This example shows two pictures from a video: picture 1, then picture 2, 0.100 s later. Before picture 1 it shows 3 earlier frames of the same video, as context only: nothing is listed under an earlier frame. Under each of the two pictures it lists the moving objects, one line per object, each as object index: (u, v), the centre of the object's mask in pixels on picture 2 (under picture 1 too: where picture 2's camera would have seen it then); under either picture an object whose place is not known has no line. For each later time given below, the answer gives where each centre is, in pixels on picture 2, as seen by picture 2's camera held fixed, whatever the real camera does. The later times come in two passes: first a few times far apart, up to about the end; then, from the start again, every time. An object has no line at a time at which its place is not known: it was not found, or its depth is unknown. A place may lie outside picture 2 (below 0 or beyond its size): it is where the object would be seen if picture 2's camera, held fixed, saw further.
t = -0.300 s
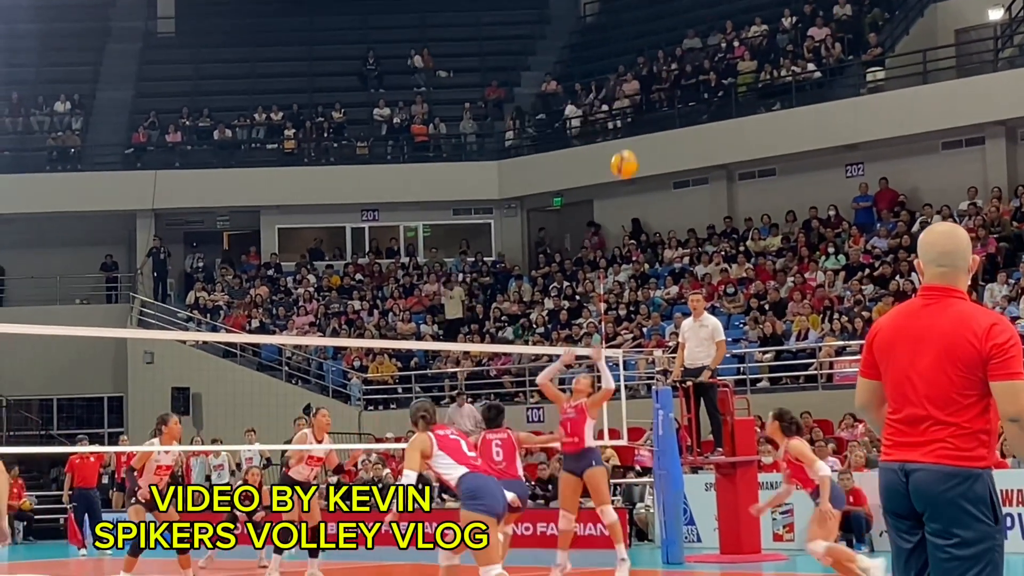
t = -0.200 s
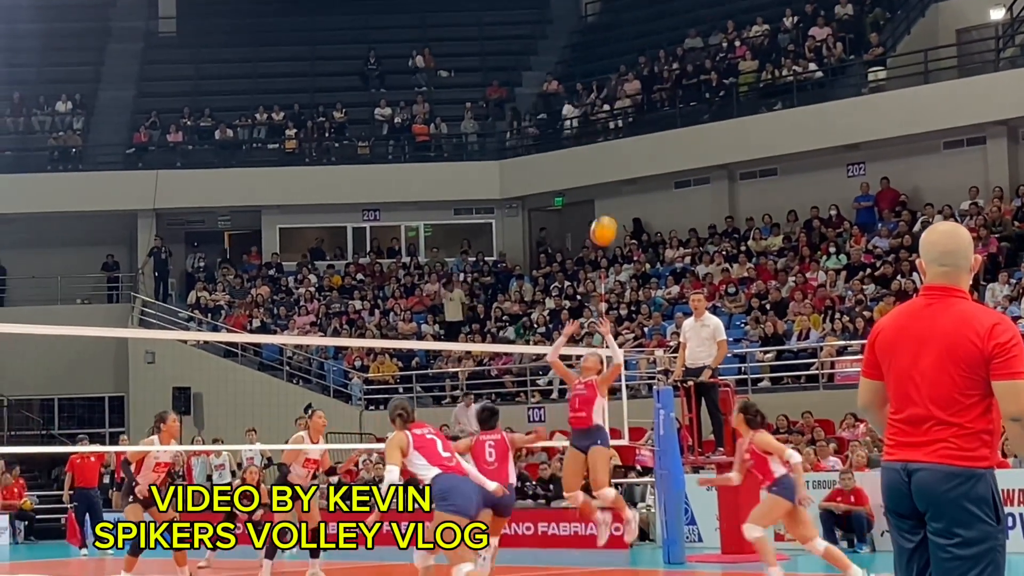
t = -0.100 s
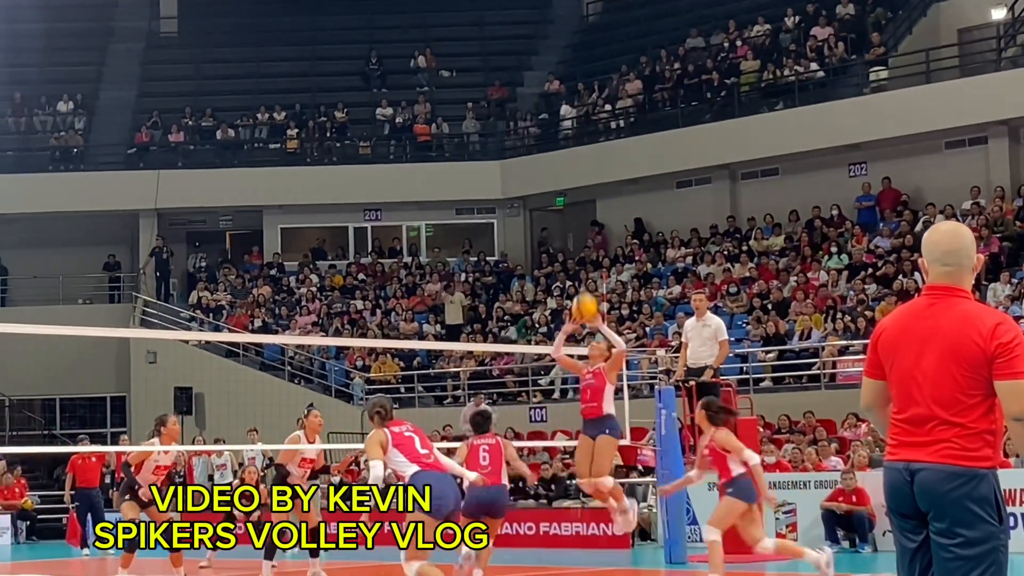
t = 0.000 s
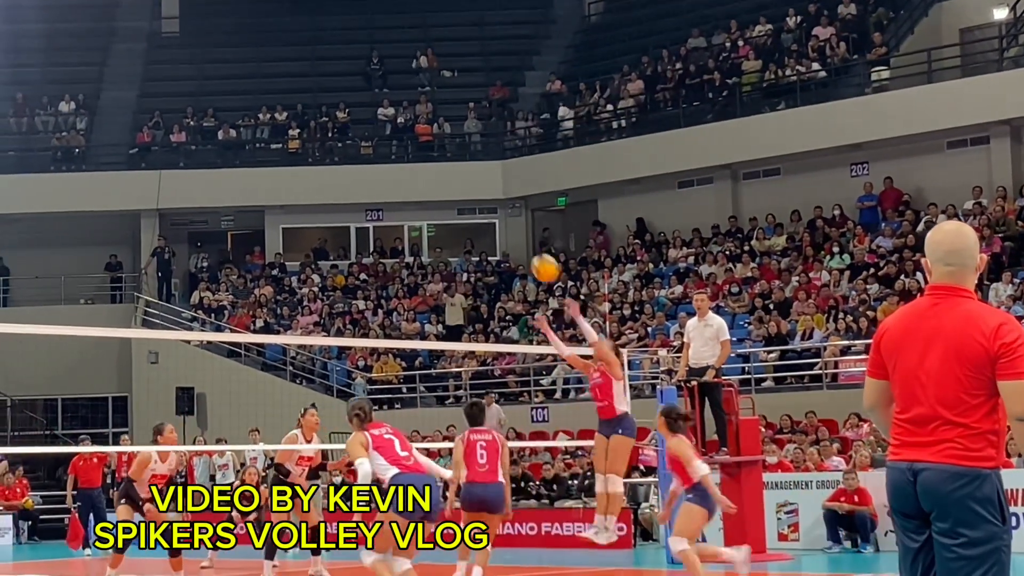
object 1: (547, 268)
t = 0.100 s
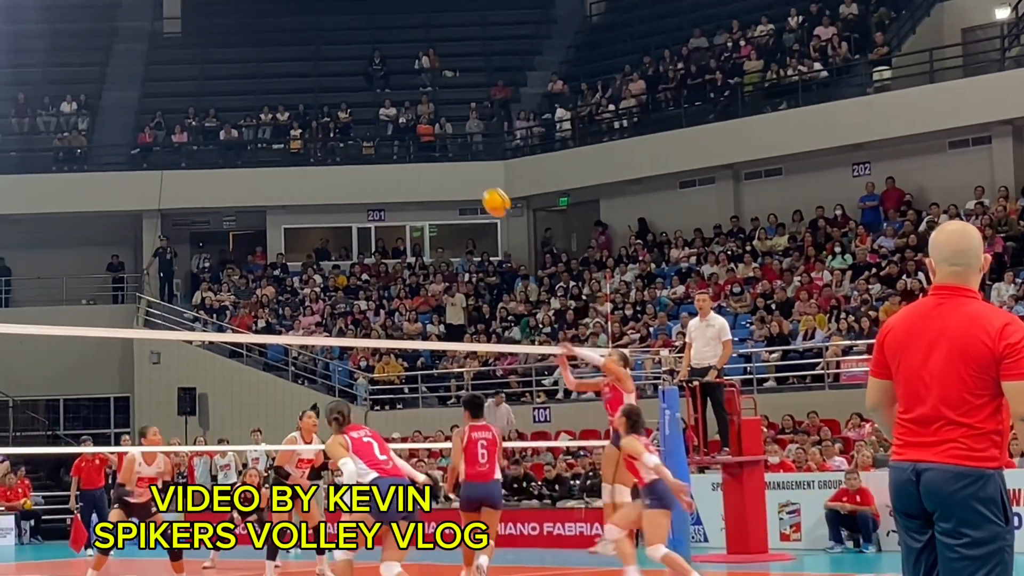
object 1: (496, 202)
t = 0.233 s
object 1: (429, 131)
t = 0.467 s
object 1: (312, 54)
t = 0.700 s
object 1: (194, 39)
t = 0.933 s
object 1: (72, 93)
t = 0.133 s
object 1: (479, 183)
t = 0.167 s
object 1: (462, 164)
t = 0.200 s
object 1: (446, 147)
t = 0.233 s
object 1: (429, 131)
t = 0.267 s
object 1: (412, 116)
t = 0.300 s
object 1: (395, 103)
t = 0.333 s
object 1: (378, 90)
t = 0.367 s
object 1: (361, 79)
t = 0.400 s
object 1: (345, 70)
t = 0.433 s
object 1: (328, 61)
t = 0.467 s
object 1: (312, 54)
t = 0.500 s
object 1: (296, 48)
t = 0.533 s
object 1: (279, 43)
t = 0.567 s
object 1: (262, 40)
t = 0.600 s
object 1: (245, 38)
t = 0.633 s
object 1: (228, 37)
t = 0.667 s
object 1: (211, 37)
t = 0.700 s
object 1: (194, 39)
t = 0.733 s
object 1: (177, 43)
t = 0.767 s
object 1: (159, 48)
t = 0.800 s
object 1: (142, 54)
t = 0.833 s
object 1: (125, 61)
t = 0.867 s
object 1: (108, 70)
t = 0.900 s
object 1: (89, 81)
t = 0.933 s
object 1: (72, 93)
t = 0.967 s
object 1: (55, 107)
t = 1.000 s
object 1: (37, 122)
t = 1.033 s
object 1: (18, 139)
